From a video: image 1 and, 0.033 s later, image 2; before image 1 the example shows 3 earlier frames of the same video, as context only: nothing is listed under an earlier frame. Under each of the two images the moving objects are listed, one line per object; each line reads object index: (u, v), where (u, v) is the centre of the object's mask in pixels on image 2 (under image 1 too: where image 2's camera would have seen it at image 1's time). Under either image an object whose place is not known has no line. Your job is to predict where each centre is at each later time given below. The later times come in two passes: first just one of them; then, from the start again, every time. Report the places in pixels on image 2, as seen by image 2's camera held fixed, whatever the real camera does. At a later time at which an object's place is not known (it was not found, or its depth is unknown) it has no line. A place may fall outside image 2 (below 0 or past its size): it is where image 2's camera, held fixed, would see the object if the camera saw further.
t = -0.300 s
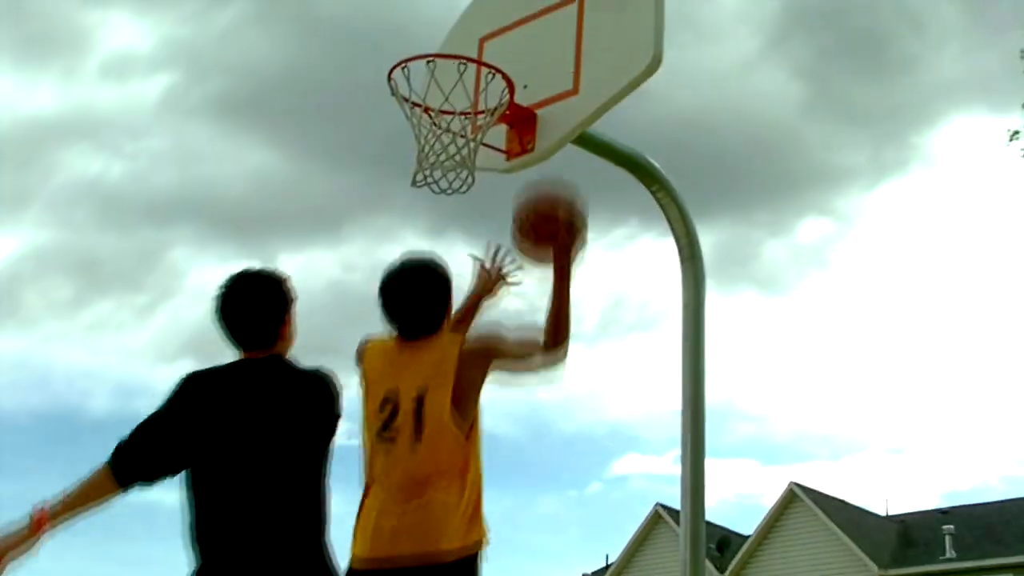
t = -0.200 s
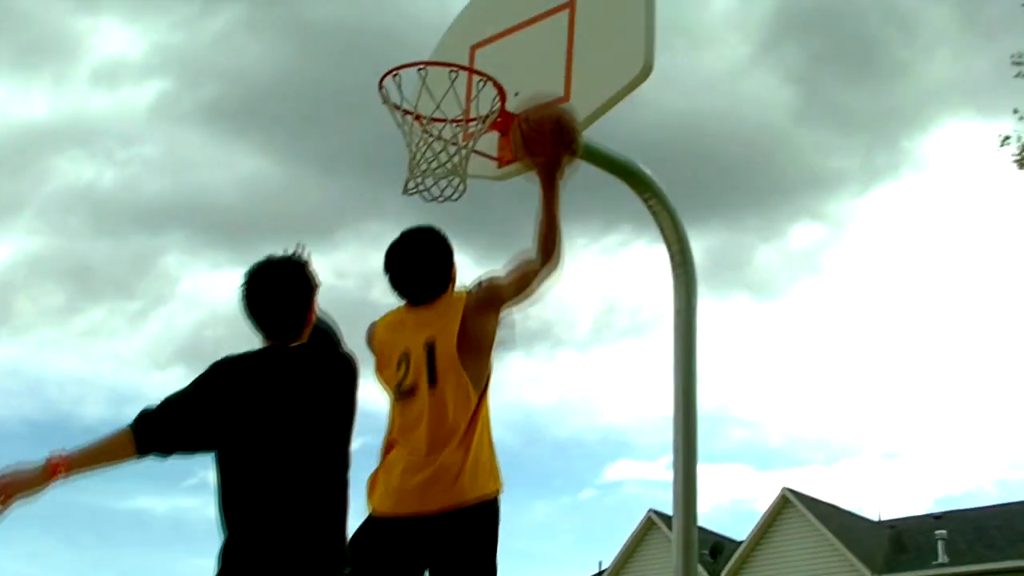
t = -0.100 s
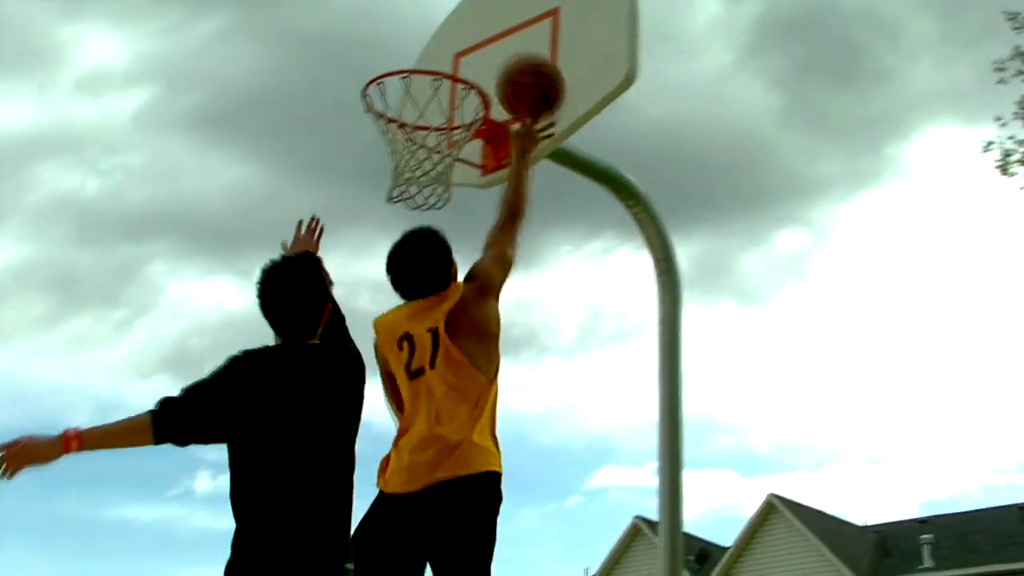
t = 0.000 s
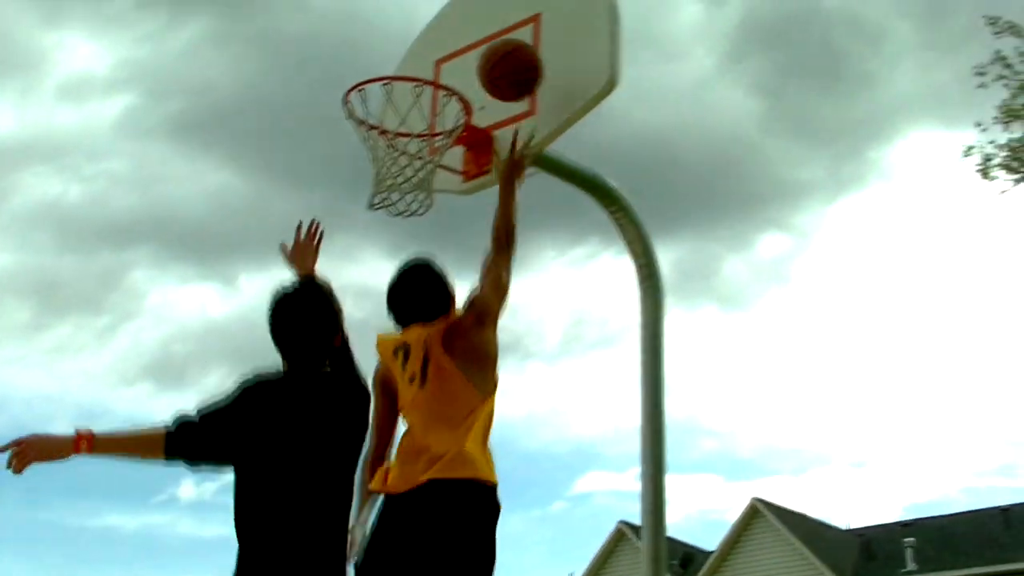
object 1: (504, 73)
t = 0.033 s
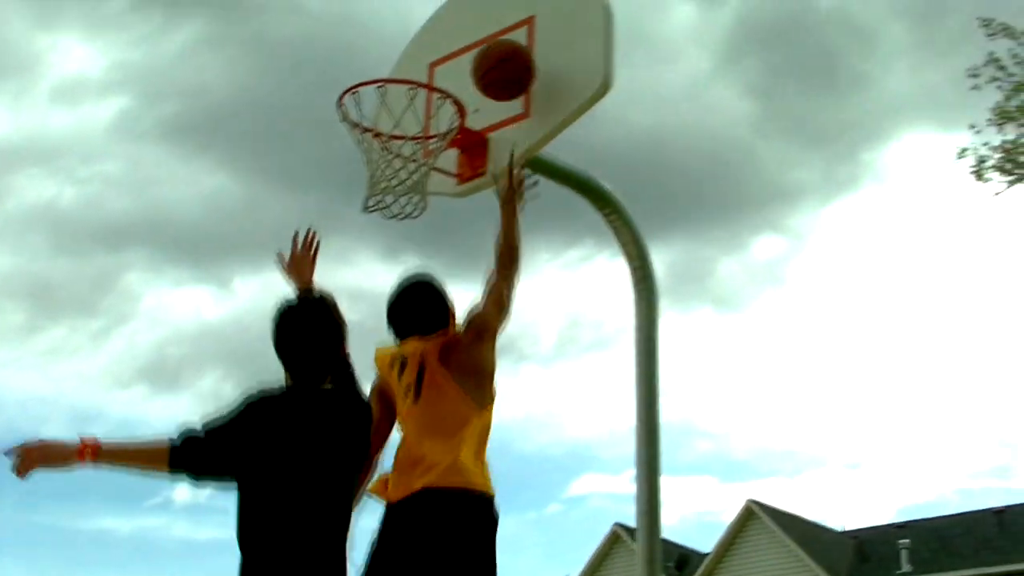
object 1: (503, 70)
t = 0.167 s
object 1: (461, 66)
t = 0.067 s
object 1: (502, 71)
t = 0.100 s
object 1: (491, 69)
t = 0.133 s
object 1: (475, 66)
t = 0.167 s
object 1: (461, 66)
